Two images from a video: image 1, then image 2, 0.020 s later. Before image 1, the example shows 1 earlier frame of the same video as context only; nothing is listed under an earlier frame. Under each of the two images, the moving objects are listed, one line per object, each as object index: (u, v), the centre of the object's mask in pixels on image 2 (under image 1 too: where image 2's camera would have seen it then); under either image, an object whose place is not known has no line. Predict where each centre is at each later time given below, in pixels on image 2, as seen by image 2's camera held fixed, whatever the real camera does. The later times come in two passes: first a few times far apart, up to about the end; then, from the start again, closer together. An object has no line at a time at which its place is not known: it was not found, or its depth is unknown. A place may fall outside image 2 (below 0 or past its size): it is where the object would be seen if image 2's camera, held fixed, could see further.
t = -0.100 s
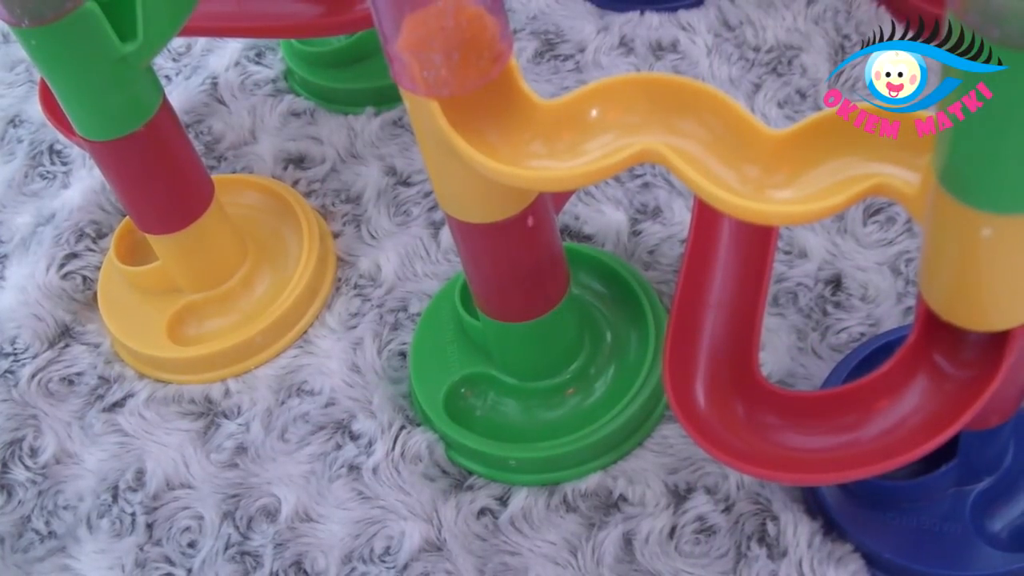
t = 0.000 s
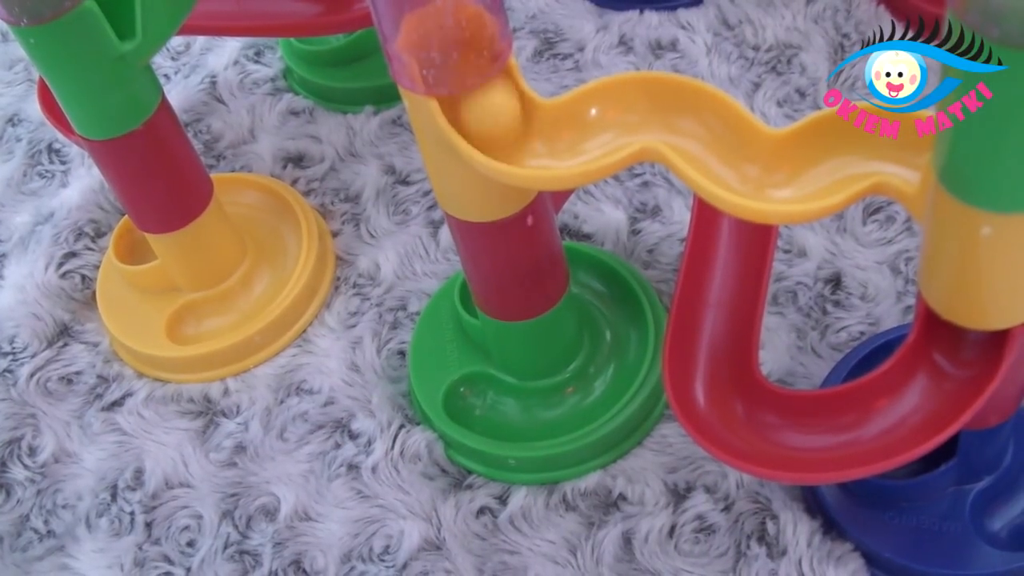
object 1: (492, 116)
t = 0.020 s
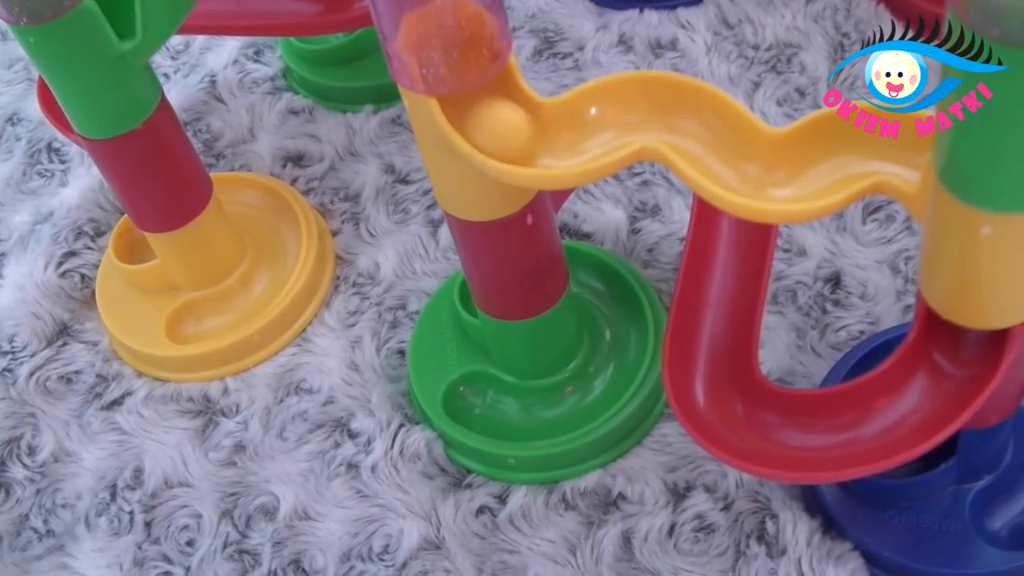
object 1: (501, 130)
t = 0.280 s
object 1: (829, 162)
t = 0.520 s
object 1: (962, 335)
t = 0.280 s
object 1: (829, 162)
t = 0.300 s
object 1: (847, 154)
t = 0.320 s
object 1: (867, 151)
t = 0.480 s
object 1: (970, 339)
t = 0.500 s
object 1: (967, 338)
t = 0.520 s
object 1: (962, 335)
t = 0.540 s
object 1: (958, 335)
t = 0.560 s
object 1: (959, 342)
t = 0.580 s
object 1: (964, 350)
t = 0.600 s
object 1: (964, 357)
